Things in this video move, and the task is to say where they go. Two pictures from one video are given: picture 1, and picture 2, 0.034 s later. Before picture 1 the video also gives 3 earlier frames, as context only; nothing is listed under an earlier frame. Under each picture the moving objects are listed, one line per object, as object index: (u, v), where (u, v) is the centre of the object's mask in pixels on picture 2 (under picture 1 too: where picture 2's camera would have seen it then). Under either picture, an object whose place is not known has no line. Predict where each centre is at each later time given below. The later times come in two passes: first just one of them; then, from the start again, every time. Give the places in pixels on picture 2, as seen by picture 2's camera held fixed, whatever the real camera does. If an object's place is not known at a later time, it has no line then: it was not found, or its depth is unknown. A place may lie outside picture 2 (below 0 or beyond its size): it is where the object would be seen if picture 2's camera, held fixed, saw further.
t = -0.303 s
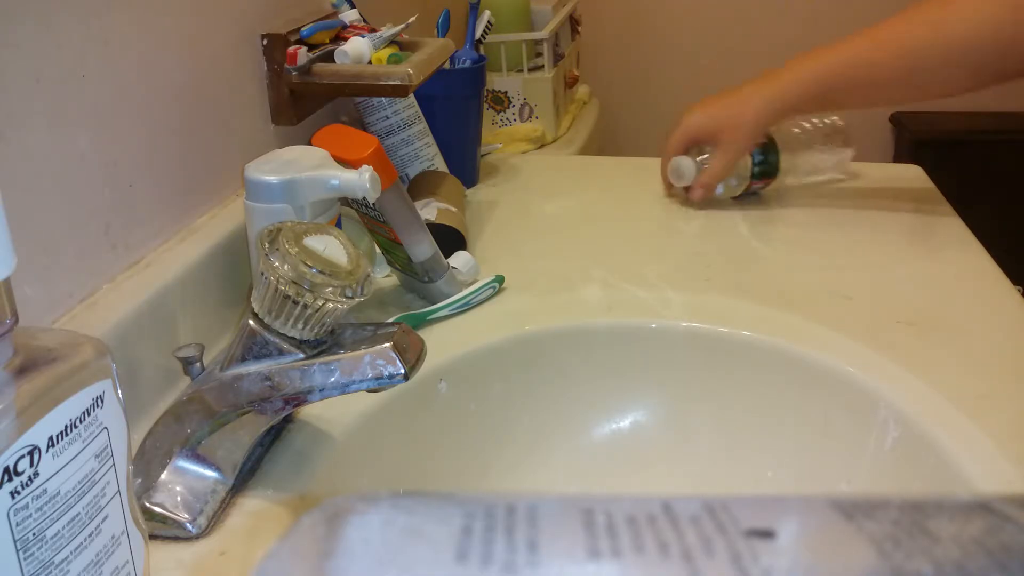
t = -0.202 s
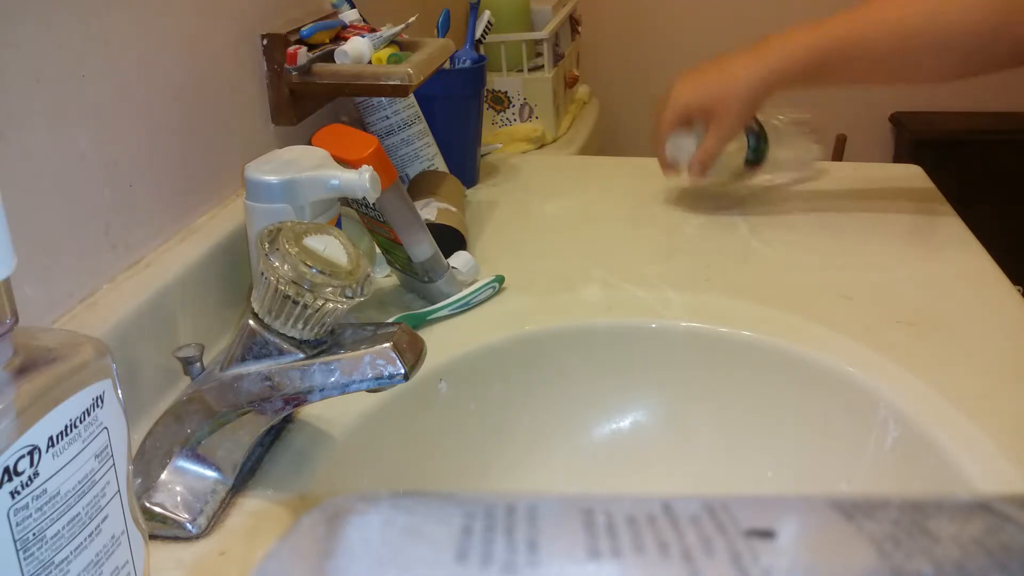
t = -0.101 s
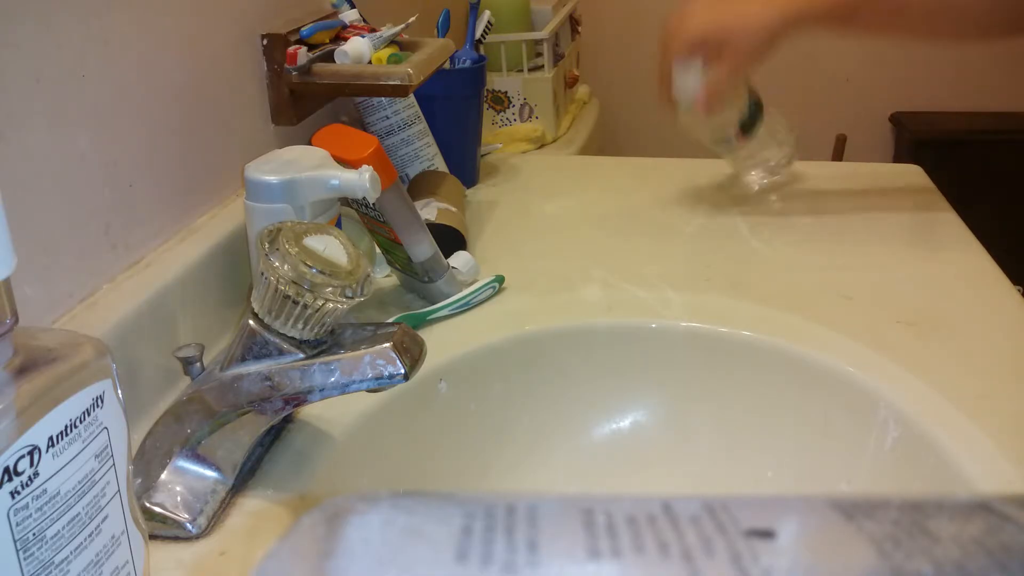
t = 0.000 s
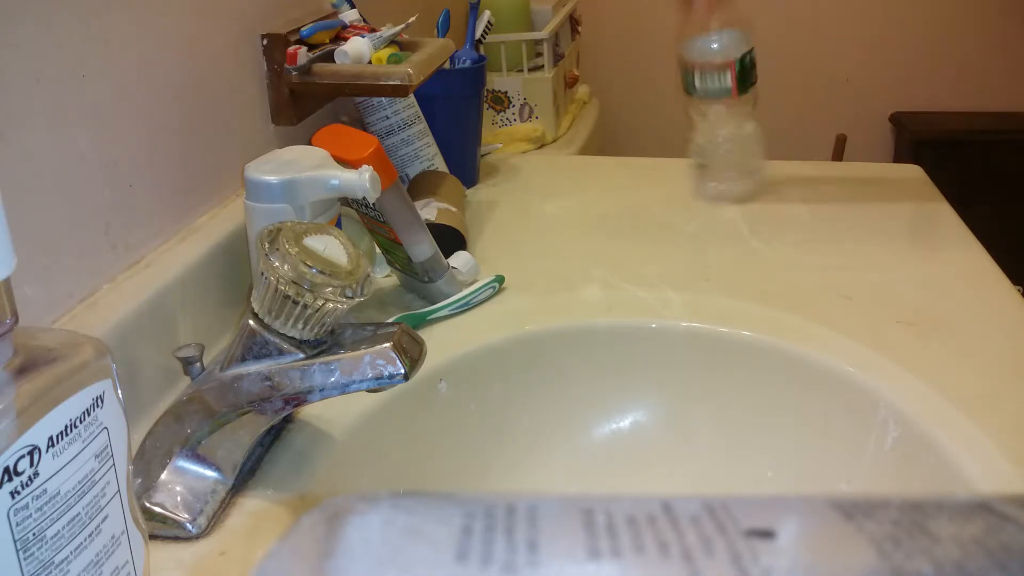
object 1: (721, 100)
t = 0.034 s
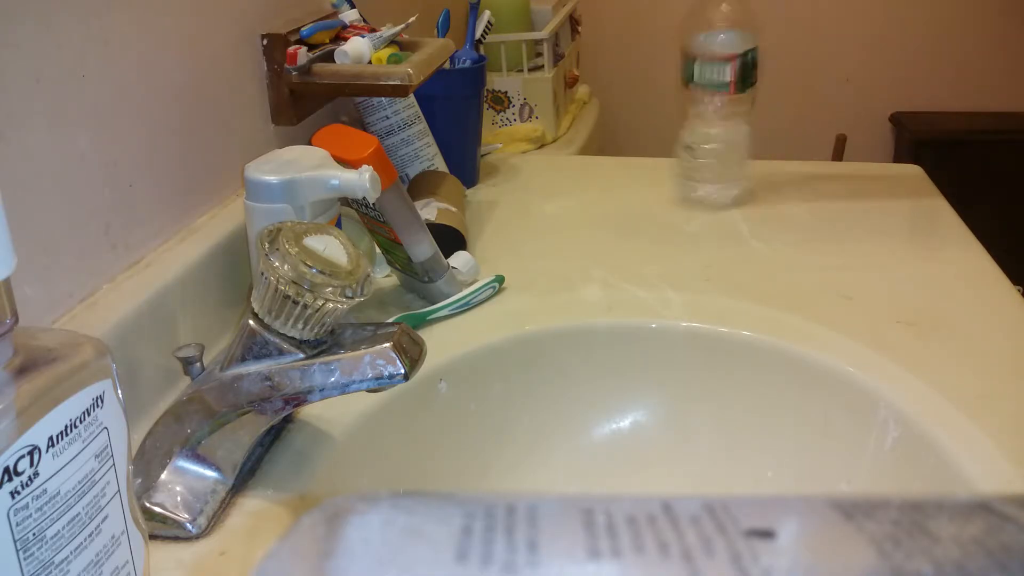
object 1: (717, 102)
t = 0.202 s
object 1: (708, 123)
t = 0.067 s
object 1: (725, 108)
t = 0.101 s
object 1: (727, 112)
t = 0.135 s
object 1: (725, 115)
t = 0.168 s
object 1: (718, 118)
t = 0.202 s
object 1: (708, 123)
